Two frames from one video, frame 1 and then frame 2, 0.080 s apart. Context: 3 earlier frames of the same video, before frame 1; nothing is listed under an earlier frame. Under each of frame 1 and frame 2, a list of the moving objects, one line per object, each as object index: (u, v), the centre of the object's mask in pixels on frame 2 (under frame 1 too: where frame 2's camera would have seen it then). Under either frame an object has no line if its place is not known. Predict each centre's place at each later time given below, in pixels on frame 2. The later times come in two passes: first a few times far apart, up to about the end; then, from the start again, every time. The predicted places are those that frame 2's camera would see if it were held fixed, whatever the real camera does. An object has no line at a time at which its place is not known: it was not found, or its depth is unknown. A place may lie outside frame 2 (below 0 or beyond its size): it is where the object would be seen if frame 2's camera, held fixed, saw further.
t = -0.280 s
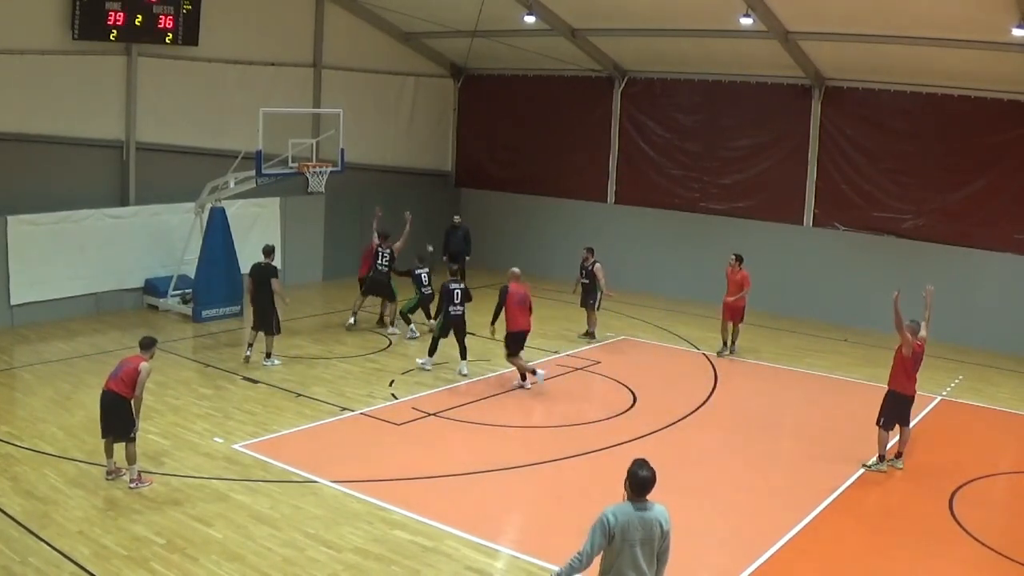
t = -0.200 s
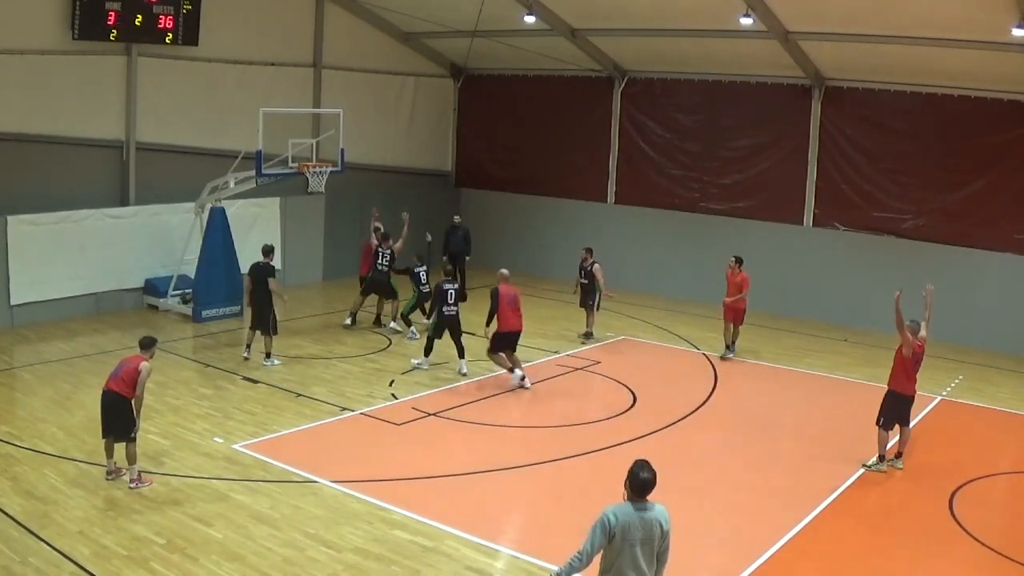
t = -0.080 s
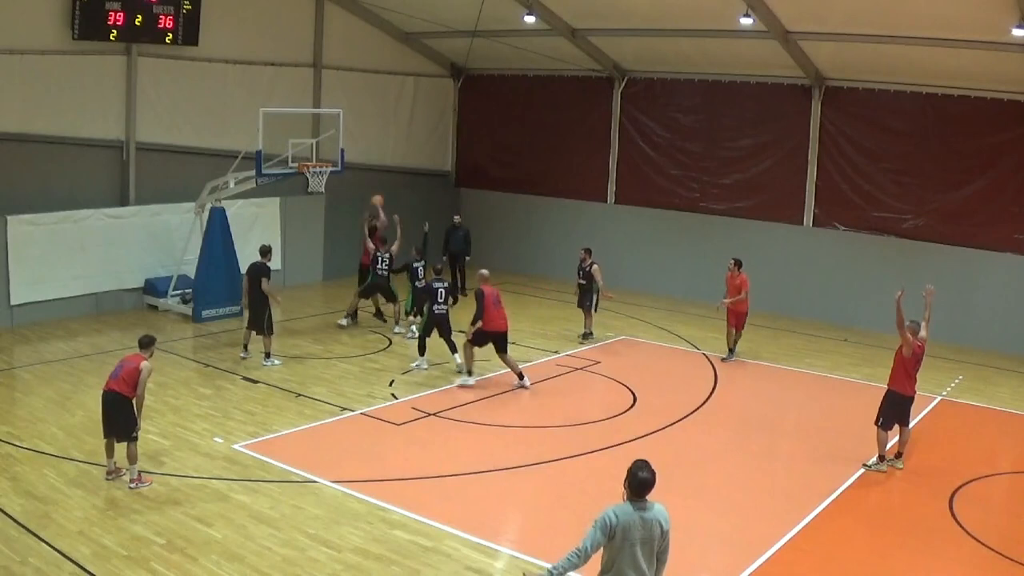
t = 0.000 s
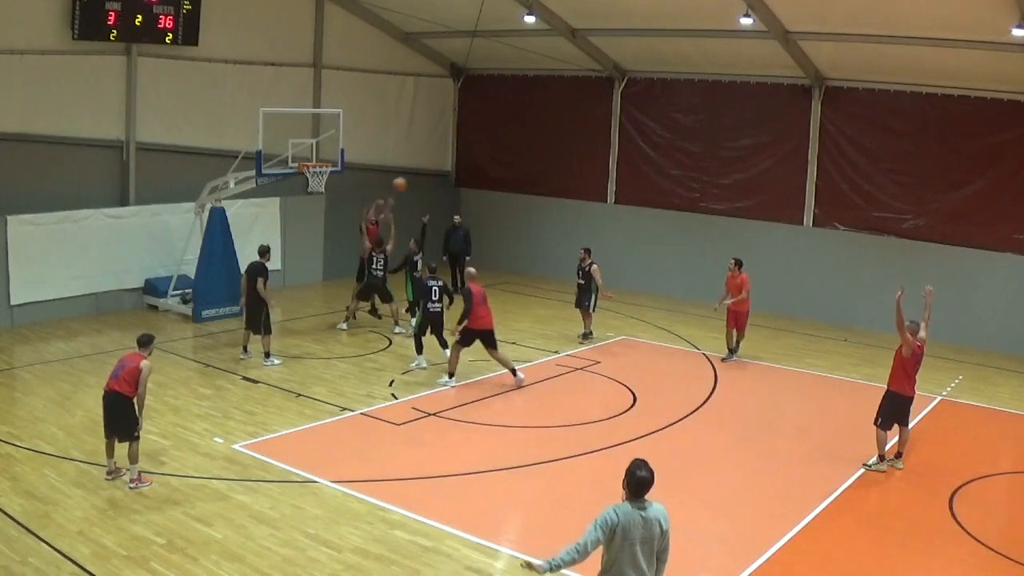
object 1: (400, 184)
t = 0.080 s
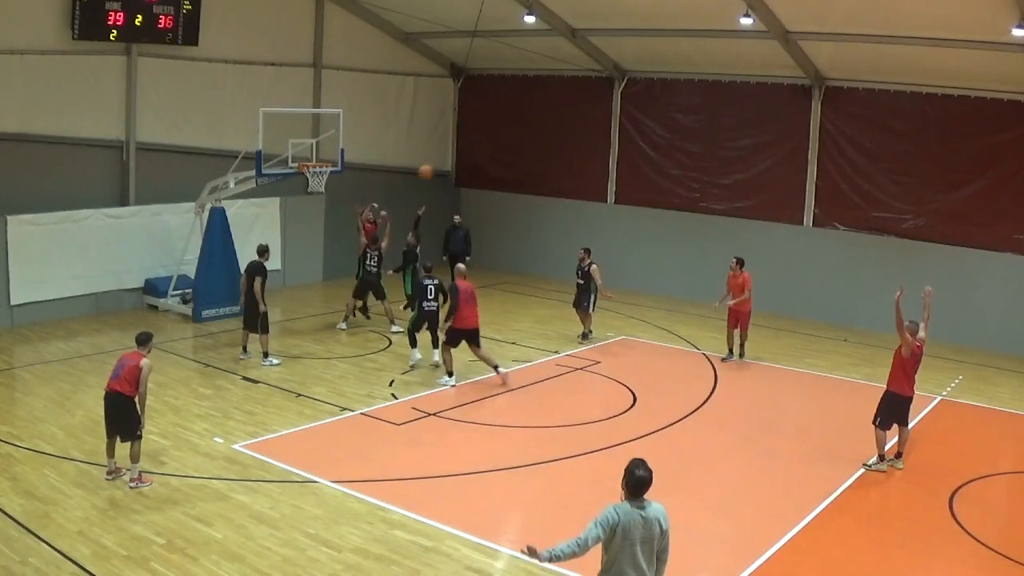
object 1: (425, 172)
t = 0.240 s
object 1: (482, 156)
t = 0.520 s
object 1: (593, 163)
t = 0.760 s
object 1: (700, 211)
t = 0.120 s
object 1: (439, 166)
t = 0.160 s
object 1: (454, 162)
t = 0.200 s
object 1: (467, 159)
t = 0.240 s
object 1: (482, 156)
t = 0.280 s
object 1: (497, 154)
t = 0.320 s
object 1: (513, 153)
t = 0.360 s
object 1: (528, 153)
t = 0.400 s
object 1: (544, 154)
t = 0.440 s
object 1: (560, 156)
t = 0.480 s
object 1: (576, 159)
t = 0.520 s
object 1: (593, 163)
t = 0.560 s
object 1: (610, 167)
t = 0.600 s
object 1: (627, 175)
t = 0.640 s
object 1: (645, 182)
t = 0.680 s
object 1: (663, 191)
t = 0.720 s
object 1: (681, 201)
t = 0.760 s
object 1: (700, 211)
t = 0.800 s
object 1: (719, 225)
